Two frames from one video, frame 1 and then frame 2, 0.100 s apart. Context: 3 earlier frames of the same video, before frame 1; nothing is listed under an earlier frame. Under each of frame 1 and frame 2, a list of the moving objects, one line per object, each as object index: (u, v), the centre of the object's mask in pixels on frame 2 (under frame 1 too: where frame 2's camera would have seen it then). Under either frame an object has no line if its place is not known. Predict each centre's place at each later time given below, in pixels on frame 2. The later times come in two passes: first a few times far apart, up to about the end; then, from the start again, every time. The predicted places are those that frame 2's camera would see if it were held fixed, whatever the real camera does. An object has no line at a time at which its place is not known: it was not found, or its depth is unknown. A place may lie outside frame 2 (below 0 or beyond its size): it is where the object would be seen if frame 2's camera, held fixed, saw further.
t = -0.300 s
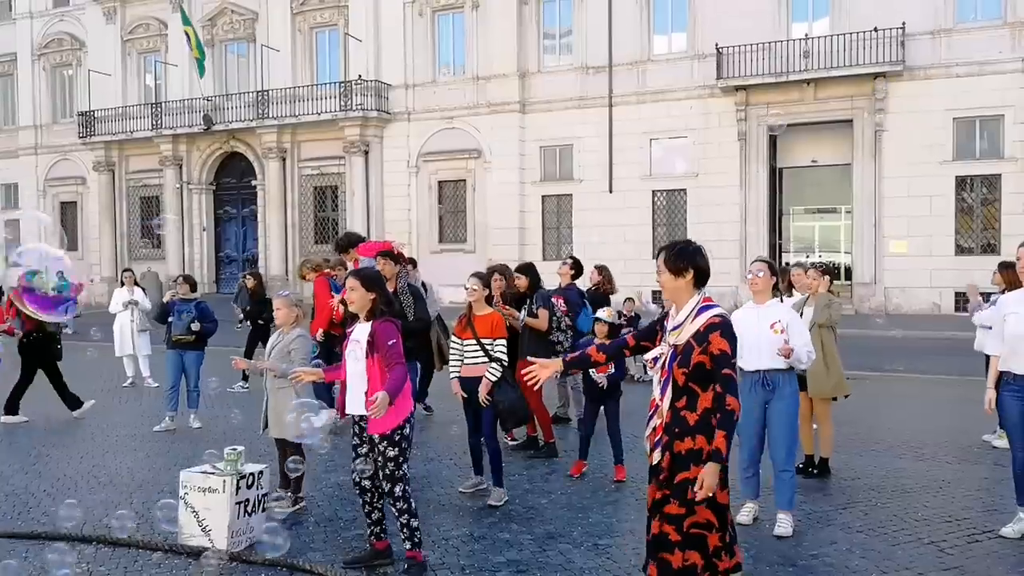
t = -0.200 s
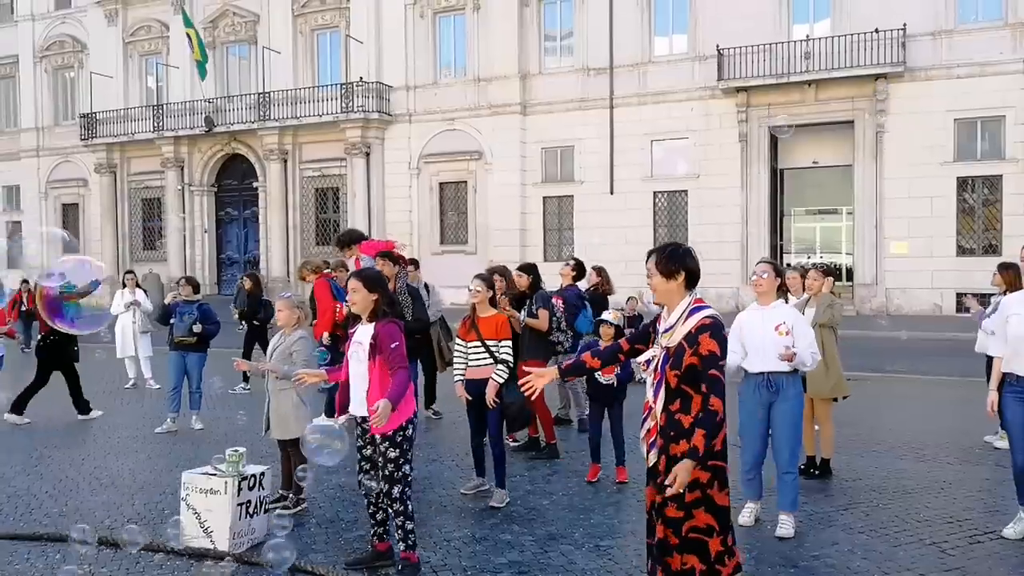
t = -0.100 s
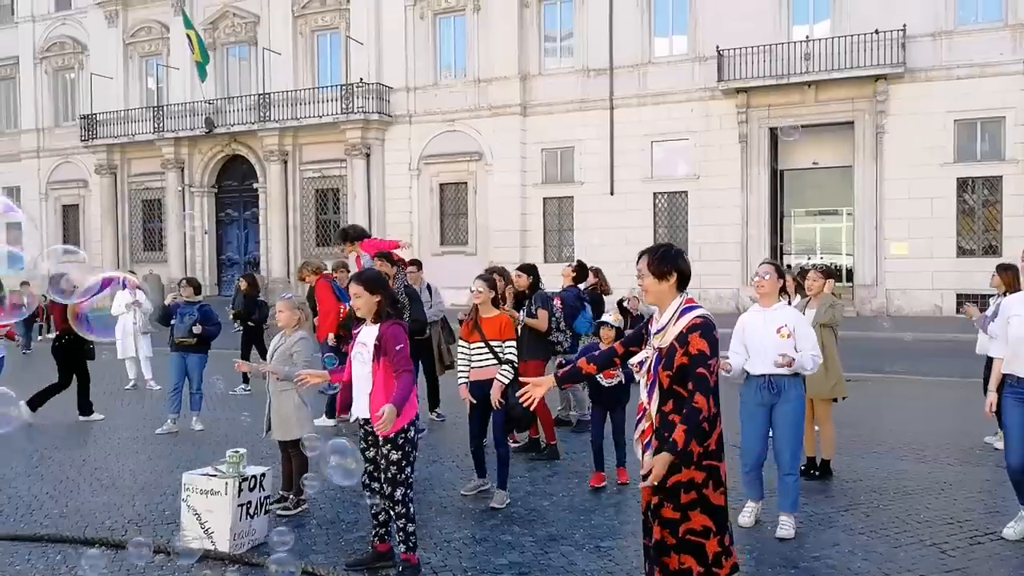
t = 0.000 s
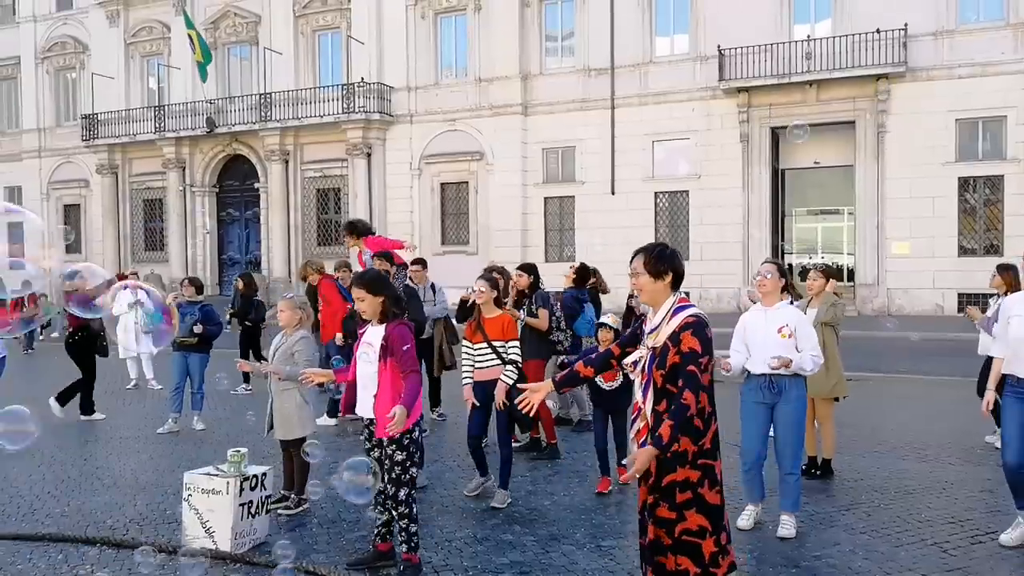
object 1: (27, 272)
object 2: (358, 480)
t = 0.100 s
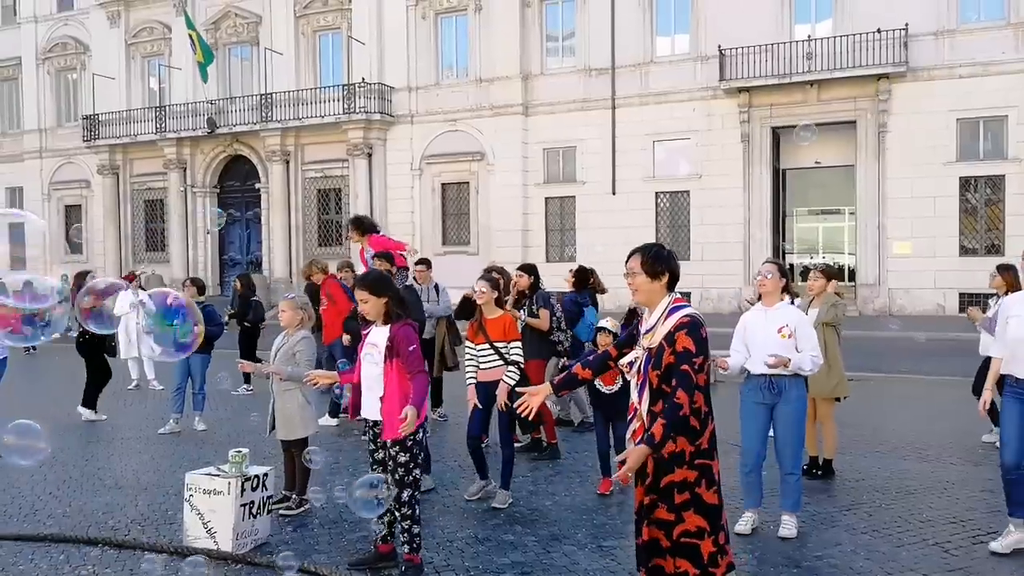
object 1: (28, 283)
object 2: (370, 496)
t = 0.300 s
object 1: (56, 303)
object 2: (392, 527)
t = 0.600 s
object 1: (106, 343)
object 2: (409, 560)
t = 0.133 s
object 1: (35, 283)
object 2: (375, 501)
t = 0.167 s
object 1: (38, 287)
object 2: (378, 506)
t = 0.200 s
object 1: (40, 291)
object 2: (382, 511)
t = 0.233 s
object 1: (44, 295)
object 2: (386, 517)
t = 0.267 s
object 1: (50, 300)
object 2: (389, 522)
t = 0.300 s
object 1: (56, 303)
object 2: (392, 527)
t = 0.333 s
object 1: (62, 306)
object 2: (394, 531)
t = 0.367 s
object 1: (68, 308)
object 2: (398, 535)
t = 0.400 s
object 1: (74, 310)
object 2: (400, 540)
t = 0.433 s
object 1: (79, 316)
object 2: (401, 545)
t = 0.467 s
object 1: (85, 322)
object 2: (402, 549)
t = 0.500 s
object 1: (90, 328)
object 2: (404, 552)
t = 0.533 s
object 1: (96, 333)
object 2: (406, 556)
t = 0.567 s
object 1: (100, 339)
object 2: (407, 558)
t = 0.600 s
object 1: (106, 343)
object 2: (409, 560)
